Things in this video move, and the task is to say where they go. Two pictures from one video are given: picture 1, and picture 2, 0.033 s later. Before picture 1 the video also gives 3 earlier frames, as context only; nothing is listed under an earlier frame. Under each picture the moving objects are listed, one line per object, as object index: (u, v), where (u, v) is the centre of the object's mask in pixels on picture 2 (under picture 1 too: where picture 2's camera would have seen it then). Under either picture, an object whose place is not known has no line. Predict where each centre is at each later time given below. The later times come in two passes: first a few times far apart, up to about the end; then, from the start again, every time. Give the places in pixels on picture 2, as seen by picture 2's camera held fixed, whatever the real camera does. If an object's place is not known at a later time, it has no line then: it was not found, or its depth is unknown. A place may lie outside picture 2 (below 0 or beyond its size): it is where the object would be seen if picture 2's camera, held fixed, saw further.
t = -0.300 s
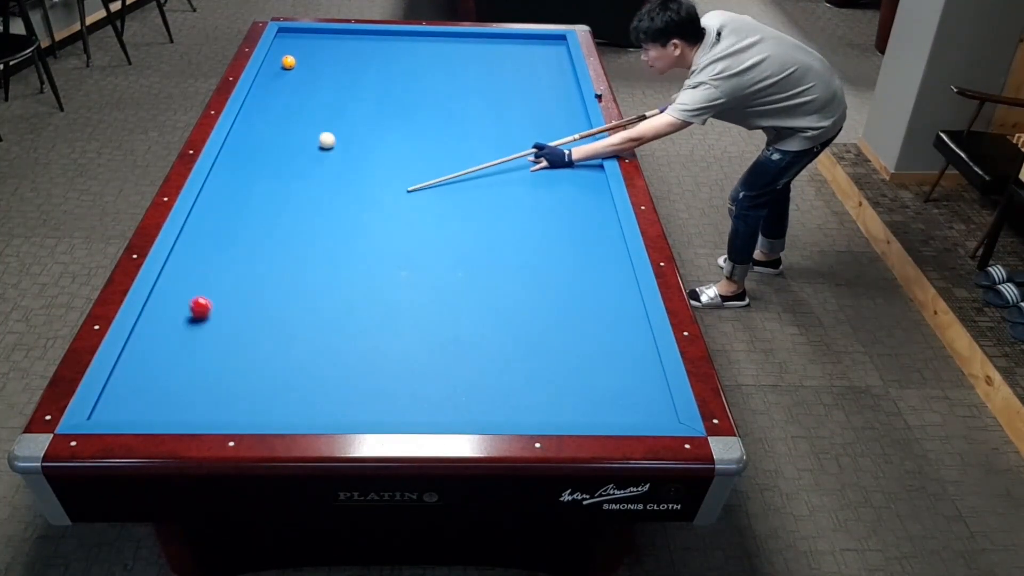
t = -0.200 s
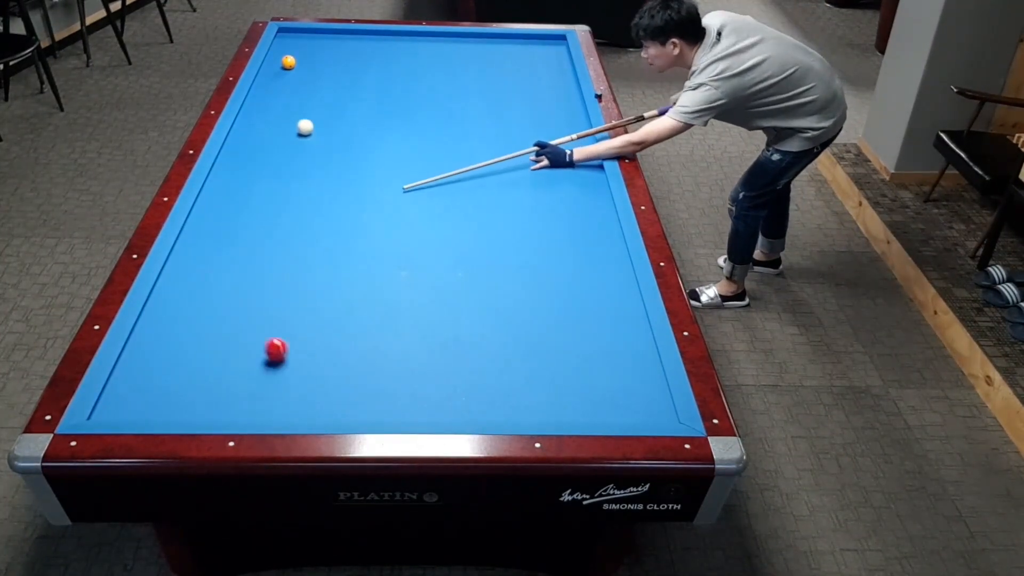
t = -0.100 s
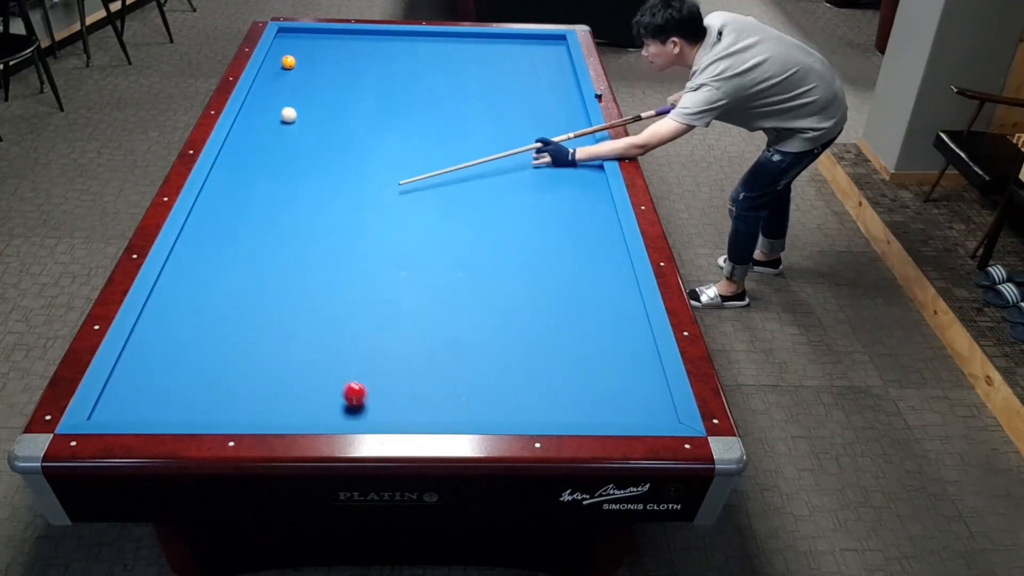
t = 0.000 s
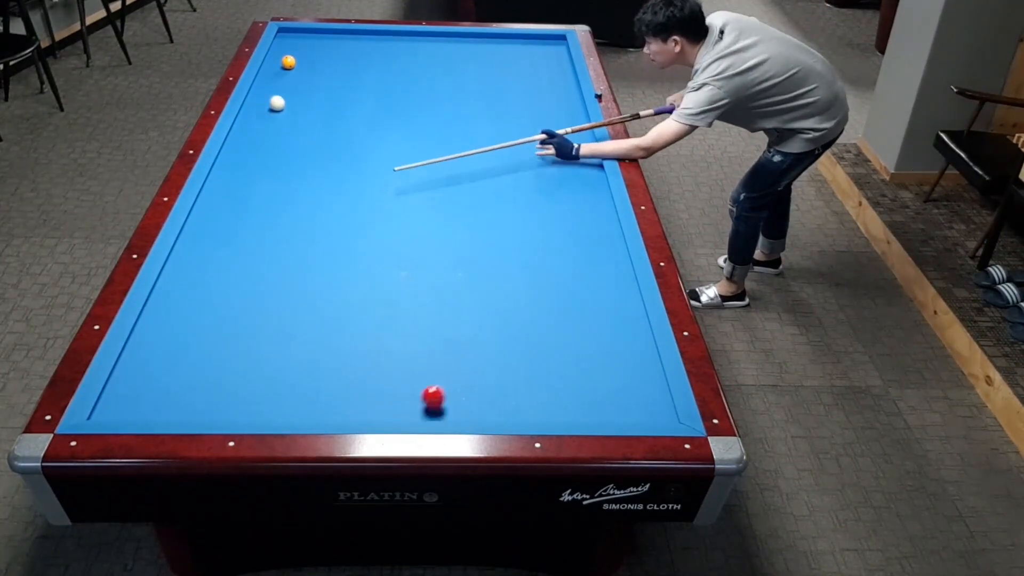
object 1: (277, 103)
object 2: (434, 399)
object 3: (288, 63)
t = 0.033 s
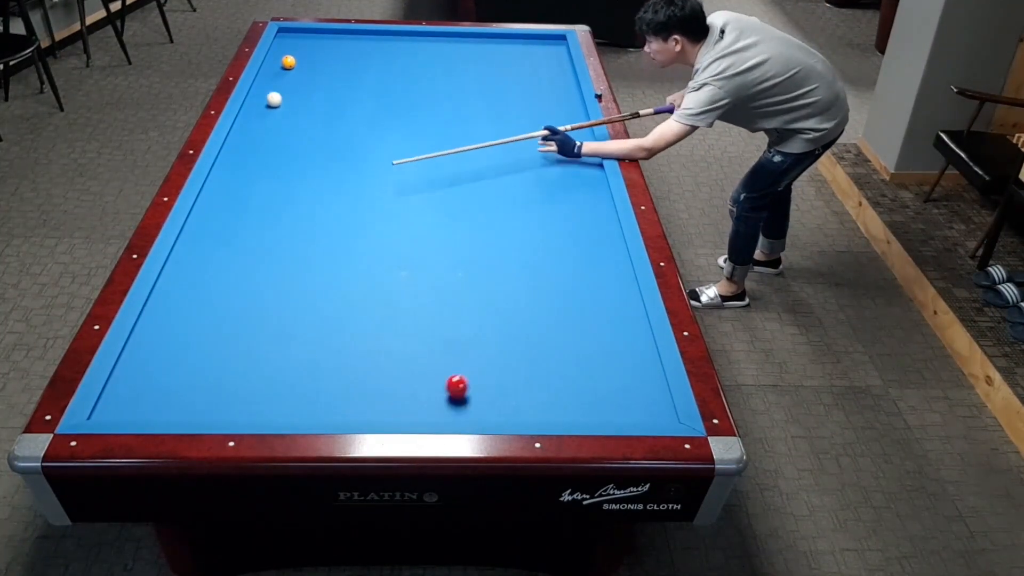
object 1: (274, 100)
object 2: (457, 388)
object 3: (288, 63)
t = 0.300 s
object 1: (267, 72)
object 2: (610, 321)
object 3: (288, 62)
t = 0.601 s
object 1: (277, 45)
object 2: (535, 256)
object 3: (288, 63)
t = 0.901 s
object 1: (286, 36)
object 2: (455, 202)
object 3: (288, 63)
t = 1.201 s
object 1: (295, 51)
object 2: (390, 156)
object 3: (288, 63)
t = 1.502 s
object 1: (311, 64)
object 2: (334, 118)
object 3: (280, 65)
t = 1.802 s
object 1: (335, 75)
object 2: (287, 85)
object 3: (268, 69)
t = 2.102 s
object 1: (358, 85)
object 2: (274, 73)
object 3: (294, 61)
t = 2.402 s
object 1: (382, 96)
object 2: (268, 67)
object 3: (327, 52)
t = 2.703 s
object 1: (407, 108)
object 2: (272, 62)
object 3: (358, 43)
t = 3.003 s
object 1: (432, 119)
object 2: (277, 58)
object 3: (387, 35)
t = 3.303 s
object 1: (458, 131)
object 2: (282, 54)
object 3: (413, 37)
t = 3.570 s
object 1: (481, 141)
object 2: (287, 51)
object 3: (436, 43)
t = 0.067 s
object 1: (271, 96)
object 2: (479, 377)
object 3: (288, 62)
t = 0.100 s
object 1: (269, 92)
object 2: (500, 367)
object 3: (288, 63)
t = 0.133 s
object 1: (268, 89)
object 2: (521, 358)
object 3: (288, 63)
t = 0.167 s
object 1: (267, 85)
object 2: (540, 350)
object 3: (288, 62)
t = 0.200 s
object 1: (266, 82)
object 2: (559, 342)
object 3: (288, 63)
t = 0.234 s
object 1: (266, 78)
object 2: (576, 334)
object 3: (288, 63)
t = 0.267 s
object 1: (267, 75)
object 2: (593, 327)
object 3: (288, 62)
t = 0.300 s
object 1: (267, 72)
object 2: (610, 321)
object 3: (288, 62)
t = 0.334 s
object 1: (268, 69)
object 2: (626, 315)
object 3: (288, 62)
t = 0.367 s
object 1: (269, 66)
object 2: (632, 307)
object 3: (288, 62)
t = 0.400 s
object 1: (270, 63)
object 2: (616, 299)
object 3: (288, 62)
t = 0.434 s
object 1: (271, 60)
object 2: (600, 292)
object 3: (288, 63)
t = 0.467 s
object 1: (272, 57)
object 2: (585, 284)
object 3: (288, 63)
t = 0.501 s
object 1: (273, 54)
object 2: (571, 277)
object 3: (288, 63)
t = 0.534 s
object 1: (274, 51)
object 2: (558, 270)
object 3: (288, 63)
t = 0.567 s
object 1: (276, 48)
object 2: (546, 263)
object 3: (288, 63)
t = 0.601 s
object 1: (277, 45)
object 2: (535, 256)
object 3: (288, 63)
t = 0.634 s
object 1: (278, 43)
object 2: (524, 249)
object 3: (288, 62)
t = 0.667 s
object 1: (280, 40)
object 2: (515, 243)
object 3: (288, 63)
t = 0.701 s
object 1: (281, 38)
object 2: (505, 237)
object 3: (288, 63)
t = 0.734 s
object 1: (282, 35)
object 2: (497, 230)
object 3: (288, 63)
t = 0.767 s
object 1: (283, 32)
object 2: (488, 224)
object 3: (288, 63)
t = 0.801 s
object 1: (285, 30)
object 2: (480, 219)
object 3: (288, 63)
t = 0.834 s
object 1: (283, 31)
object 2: (471, 213)
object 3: (288, 62)
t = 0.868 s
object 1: (284, 34)
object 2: (463, 207)
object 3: (288, 62)
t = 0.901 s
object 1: (286, 36)
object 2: (455, 202)
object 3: (288, 63)
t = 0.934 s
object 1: (287, 38)
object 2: (447, 196)
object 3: (288, 63)
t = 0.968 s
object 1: (288, 40)
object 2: (439, 191)
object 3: (288, 63)
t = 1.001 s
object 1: (289, 42)
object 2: (432, 186)
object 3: (288, 63)
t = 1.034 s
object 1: (290, 44)
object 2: (424, 180)
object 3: (288, 62)
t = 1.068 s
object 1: (291, 46)
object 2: (418, 175)
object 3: (288, 63)
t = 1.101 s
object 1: (292, 47)
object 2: (410, 171)
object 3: (288, 63)
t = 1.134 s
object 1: (293, 49)
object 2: (403, 166)
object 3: (288, 63)
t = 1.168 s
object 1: (294, 50)
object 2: (396, 161)
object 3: (288, 63)
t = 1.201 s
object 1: (295, 51)
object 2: (390, 156)
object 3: (288, 63)
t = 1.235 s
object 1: (296, 53)
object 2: (383, 152)
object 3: (288, 63)
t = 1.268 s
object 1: (297, 55)
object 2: (376, 147)
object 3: (288, 63)
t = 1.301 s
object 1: (298, 57)
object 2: (370, 143)
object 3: (288, 63)
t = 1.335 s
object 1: (299, 58)
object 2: (364, 138)
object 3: (288, 63)
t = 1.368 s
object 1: (301, 60)
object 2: (358, 134)
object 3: (286, 63)
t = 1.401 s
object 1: (304, 61)
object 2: (352, 130)
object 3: (284, 64)
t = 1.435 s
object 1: (306, 62)
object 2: (346, 126)
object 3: (283, 64)
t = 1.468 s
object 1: (309, 63)
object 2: (340, 122)
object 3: (281, 65)
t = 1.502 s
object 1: (311, 64)
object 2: (334, 118)
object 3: (280, 65)
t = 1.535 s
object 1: (314, 65)
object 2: (328, 114)
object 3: (279, 66)
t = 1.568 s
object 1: (317, 67)
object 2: (323, 110)
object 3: (277, 66)
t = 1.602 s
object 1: (319, 68)
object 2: (318, 106)
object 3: (276, 67)
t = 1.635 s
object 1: (322, 69)
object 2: (312, 102)
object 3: (274, 67)
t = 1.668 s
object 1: (324, 70)
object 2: (307, 99)
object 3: (273, 68)
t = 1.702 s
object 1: (327, 71)
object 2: (302, 95)
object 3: (272, 68)
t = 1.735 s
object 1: (329, 72)
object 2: (296, 92)
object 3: (270, 68)
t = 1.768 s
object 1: (332, 73)
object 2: (291, 88)
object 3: (269, 69)
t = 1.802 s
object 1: (335, 75)
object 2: (287, 85)
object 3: (268, 69)
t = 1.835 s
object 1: (337, 76)
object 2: (282, 81)
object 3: (266, 70)
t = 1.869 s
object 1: (340, 77)
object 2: (277, 78)
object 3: (265, 70)
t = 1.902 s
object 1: (342, 78)
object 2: (273, 75)
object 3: (264, 69)
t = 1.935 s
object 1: (345, 80)
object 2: (274, 75)
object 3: (269, 66)
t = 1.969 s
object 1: (348, 81)
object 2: (275, 75)
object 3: (276, 65)
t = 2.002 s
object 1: (350, 82)
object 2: (274, 75)
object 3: (281, 64)
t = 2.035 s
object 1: (353, 83)
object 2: (274, 75)
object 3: (286, 63)
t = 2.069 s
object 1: (355, 84)
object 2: (274, 74)
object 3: (290, 62)
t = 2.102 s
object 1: (358, 85)
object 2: (274, 73)
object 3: (294, 61)
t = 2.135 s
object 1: (361, 87)
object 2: (273, 73)
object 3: (298, 60)
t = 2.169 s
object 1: (363, 88)
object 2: (272, 72)
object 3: (302, 59)
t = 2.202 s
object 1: (366, 89)
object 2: (272, 71)
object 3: (305, 58)
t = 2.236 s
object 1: (369, 90)
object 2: (271, 71)
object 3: (309, 57)
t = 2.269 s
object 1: (371, 91)
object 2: (270, 70)
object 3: (313, 56)
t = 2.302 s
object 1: (374, 93)
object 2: (270, 69)
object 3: (316, 55)
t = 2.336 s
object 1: (377, 94)
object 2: (269, 69)
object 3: (320, 54)
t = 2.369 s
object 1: (380, 95)
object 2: (269, 68)
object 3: (324, 53)
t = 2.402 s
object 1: (382, 96)
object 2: (268, 67)
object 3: (327, 52)
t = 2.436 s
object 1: (385, 98)
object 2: (267, 66)
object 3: (331, 51)
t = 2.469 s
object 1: (388, 99)
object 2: (268, 66)
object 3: (334, 50)
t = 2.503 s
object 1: (391, 100)
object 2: (268, 65)
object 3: (338, 49)
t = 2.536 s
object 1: (393, 101)
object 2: (269, 65)
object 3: (341, 48)
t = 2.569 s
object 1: (396, 102)
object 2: (269, 64)
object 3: (345, 47)
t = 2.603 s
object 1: (399, 104)
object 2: (270, 64)
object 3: (348, 46)
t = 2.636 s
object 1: (402, 105)
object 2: (271, 63)
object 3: (351, 45)
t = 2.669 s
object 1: (404, 106)
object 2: (271, 63)
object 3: (355, 44)
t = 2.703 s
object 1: (407, 108)
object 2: (272, 62)
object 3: (358, 43)
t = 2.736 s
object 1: (410, 109)
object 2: (272, 62)
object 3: (361, 42)
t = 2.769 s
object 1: (413, 110)
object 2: (273, 62)
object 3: (365, 41)
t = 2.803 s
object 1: (416, 111)
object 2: (274, 61)
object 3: (368, 40)
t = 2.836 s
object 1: (418, 113)
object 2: (274, 61)
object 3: (371, 39)
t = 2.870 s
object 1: (421, 114)
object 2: (275, 60)
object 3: (374, 38)
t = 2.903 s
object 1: (424, 115)
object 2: (275, 60)
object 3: (377, 37)
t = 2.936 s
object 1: (427, 116)
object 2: (276, 59)
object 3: (381, 37)
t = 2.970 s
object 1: (430, 118)
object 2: (277, 59)
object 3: (384, 36)
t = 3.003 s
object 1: (432, 119)
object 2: (277, 58)
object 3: (387, 35)
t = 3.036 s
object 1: (435, 120)
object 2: (277, 58)
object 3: (390, 34)
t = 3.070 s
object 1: (438, 122)
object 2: (278, 58)
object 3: (393, 33)
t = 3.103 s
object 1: (441, 123)
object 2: (278, 57)
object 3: (396, 33)
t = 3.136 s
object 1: (443, 124)
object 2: (279, 57)
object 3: (398, 34)
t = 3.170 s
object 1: (446, 125)
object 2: (279, 56)
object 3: (401, 35)
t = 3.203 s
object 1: (449, 127)
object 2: (280, 56)
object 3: (404, 35)
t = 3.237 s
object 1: (452, 128)
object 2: (281, 55)
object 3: (407, 36)
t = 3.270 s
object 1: (455, 129)
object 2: (282, 55)
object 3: (410, 37)
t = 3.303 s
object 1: (458, 131)
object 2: (282, 54)
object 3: (413, 37)
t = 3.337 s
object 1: (461, 132)
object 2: (283, 54)
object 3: (416, 38)
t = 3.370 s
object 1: (464, 133)
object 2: (284, 54)
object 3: (419, 39)
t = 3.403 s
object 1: (467, 135)
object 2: (284, 53)
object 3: (422, 39)
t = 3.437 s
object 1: (470, 136)
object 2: (284, 53)
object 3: (425, 40)
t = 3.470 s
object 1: (473, 137)
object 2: (285, 53)
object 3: (428, 41)
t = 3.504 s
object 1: (476, 139)
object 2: (286, 52)
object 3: (431, 41)
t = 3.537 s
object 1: (478, 140)
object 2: (286, 52)
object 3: (433, 42)
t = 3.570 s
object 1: (481, 141)
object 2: (287, 51)
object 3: (436, 43)
